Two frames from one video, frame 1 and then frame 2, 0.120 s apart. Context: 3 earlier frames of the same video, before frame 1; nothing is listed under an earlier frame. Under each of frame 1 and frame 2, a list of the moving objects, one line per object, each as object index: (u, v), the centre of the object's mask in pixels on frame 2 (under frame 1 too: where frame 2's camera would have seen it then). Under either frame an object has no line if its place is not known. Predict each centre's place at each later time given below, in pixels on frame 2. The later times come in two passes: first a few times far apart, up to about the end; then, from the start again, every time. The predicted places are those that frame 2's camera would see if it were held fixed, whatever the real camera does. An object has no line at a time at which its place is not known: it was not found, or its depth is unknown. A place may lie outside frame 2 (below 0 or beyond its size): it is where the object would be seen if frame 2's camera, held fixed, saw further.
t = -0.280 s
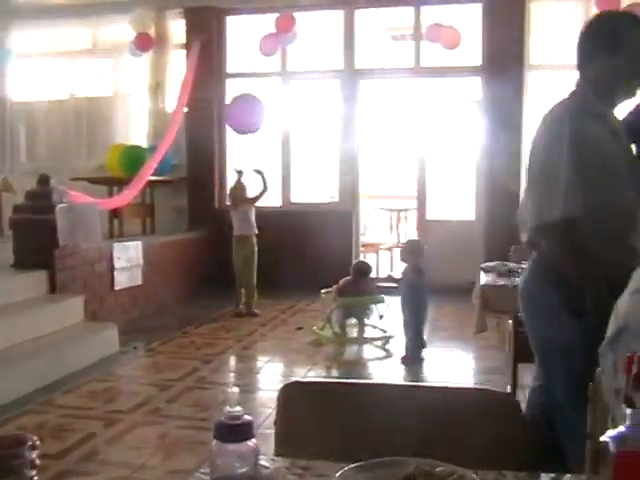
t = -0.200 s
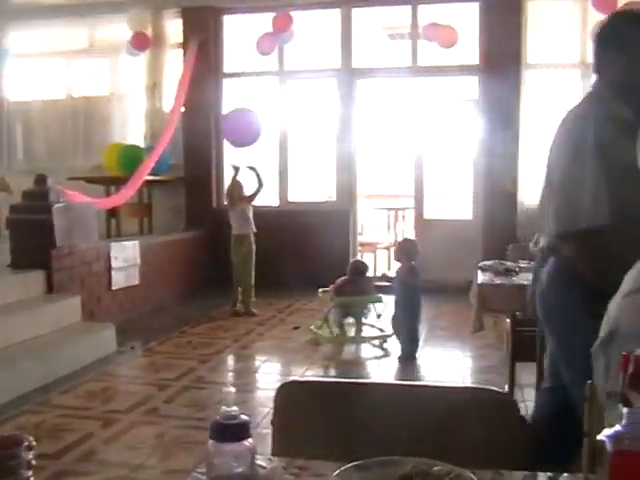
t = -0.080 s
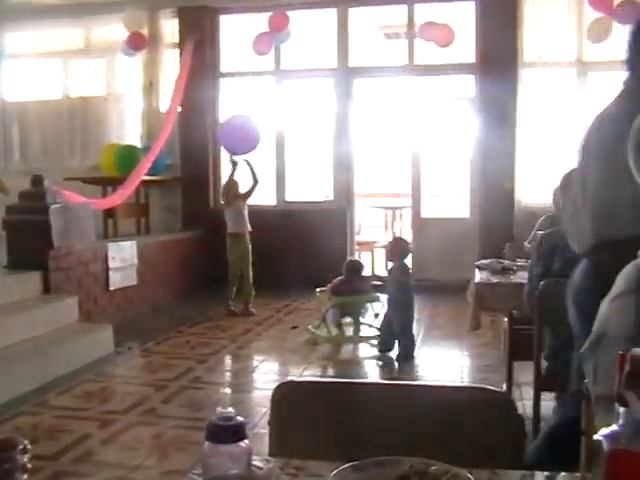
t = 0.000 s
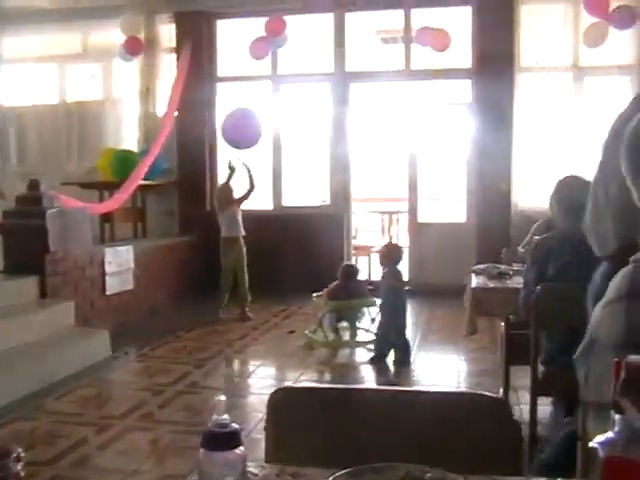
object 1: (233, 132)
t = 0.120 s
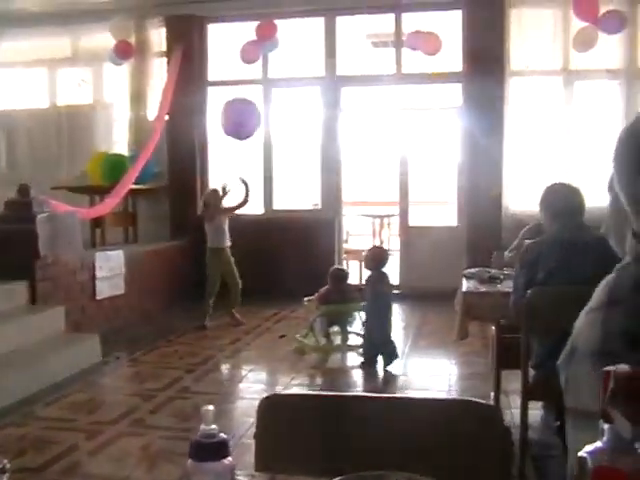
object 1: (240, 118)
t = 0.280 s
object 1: (249, 104)
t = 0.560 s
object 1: (265, 92)
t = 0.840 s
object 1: (280, 91)
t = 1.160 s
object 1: (297, 104)
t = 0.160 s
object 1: (243, 114)
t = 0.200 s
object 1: (246, 111)
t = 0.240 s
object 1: (247, 107)
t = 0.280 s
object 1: (249, 104)
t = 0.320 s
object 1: (252, 101)
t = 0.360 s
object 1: (254, 101)
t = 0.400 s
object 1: (255, 99)
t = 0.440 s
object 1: (258, 97)
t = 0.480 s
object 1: (260, 95)
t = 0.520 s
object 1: (262, 93)
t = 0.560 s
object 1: (265, 92)
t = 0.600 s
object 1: (267, 91)
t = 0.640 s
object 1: (270, 91)
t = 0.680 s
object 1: (272, 90)
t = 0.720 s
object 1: (274, 90)
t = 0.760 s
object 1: (276, 91)
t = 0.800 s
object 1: (278, 91)
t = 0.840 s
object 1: (280, 91)
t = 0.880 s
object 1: (282, 92)
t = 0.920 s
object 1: (284, 93)
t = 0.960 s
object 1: (286, 94)
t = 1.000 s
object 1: (287, 96)
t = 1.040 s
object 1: (289, 97)
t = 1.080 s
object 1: (292, 99)
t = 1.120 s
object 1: (294, 101)
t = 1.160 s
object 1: (297, 104)
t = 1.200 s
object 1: (299, 107)
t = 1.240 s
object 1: (301, 110)
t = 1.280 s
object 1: (303, 113)
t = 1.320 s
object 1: (305, 117)
